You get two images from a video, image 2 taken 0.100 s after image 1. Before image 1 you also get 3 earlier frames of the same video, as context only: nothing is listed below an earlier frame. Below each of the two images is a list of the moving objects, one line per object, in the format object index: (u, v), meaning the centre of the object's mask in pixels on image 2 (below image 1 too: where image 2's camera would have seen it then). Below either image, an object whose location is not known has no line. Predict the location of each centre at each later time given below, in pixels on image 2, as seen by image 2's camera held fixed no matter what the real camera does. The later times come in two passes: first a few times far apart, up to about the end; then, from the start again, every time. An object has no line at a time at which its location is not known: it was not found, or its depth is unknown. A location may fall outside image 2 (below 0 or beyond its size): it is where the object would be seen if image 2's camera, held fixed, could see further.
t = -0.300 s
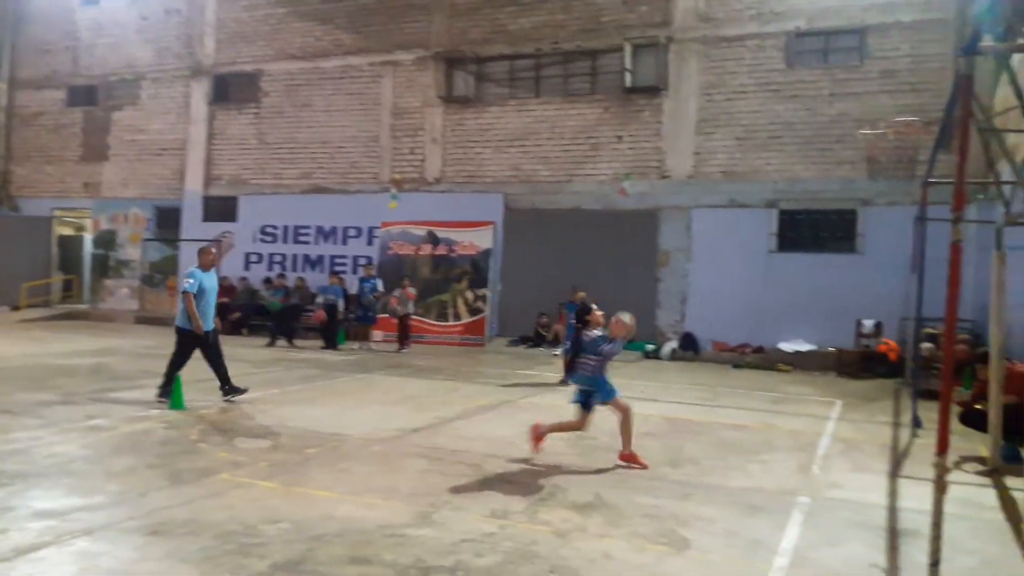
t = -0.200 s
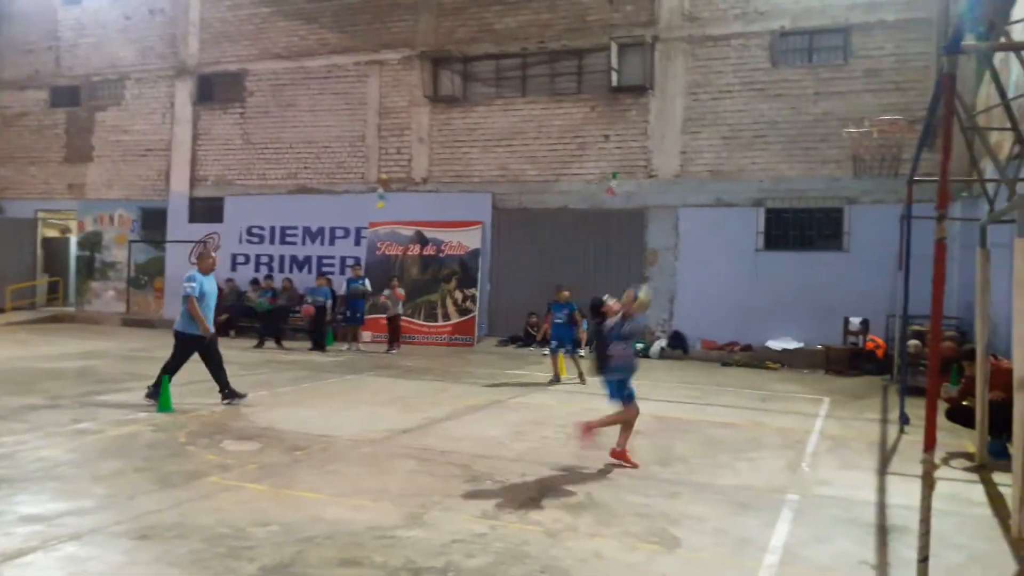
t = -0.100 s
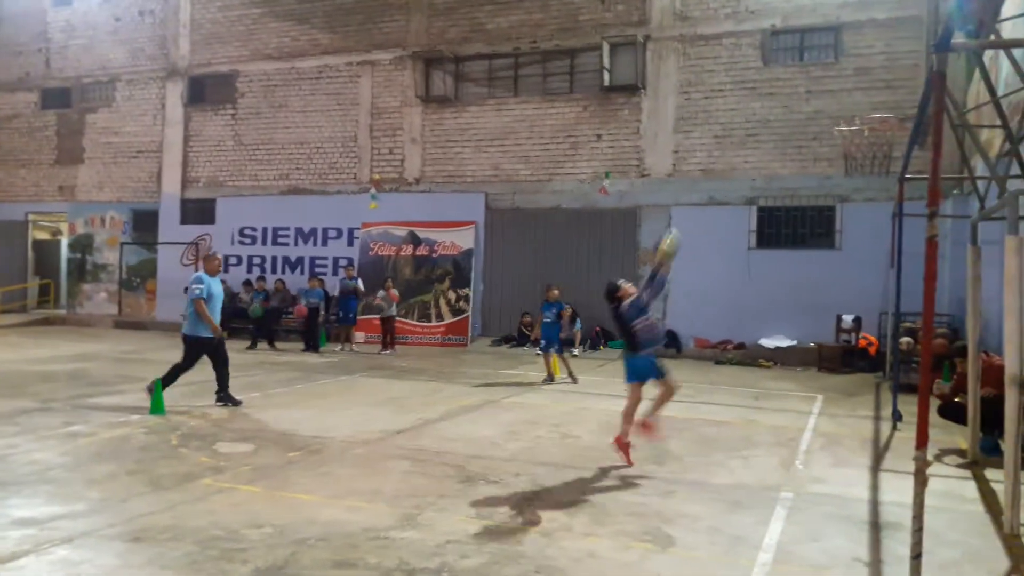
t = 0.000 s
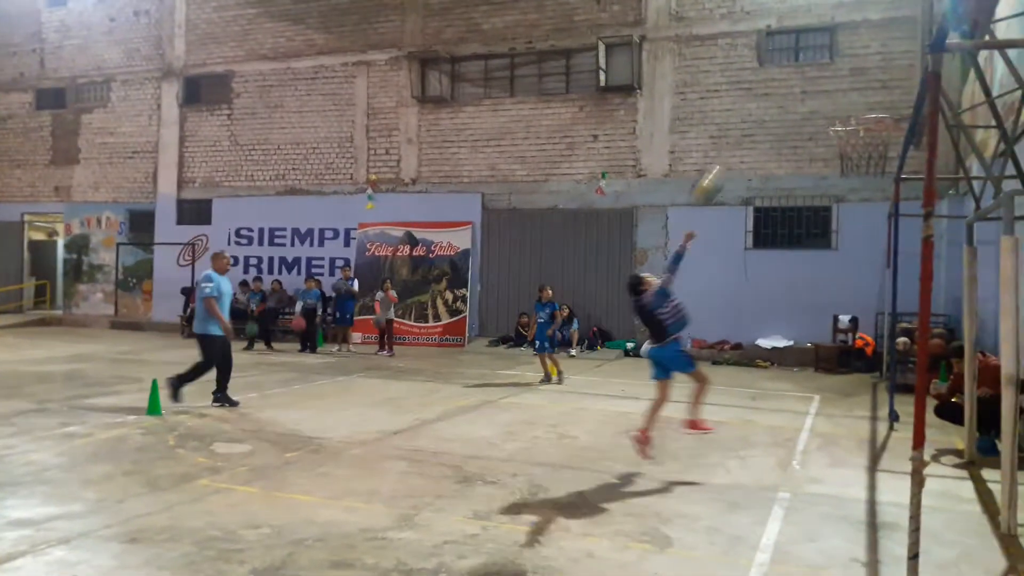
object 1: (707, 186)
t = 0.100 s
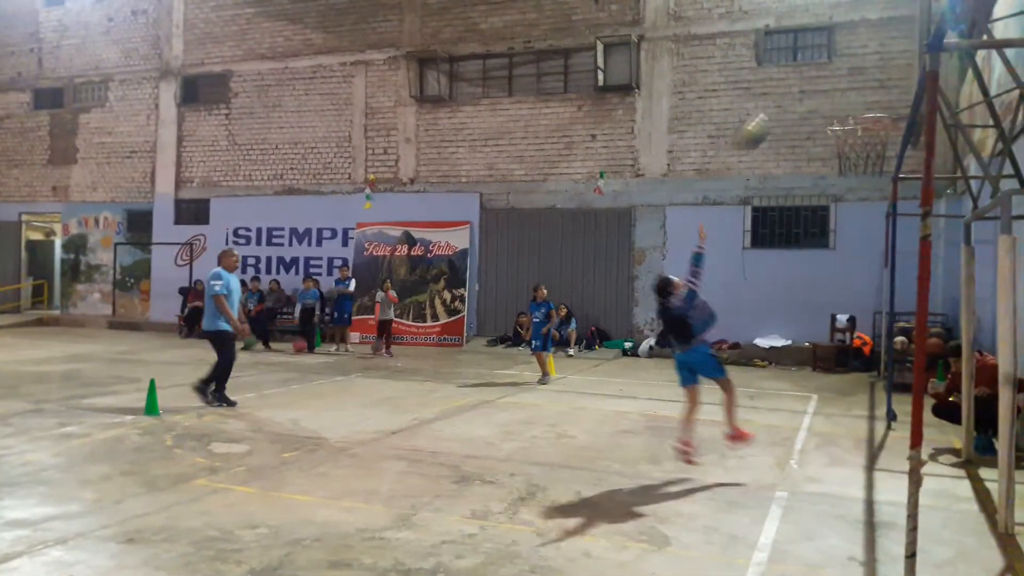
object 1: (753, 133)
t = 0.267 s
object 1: (835, 66)
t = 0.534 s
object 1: (861, 49)
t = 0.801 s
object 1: (777, 141)
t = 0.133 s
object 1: (770, 117)
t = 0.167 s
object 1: (786, 102)
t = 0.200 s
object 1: (803, 89)
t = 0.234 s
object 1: (818, 77)
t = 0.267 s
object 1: (835, 66)
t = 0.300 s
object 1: (851, 57)
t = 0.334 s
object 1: (870, 48)
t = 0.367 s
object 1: (885, 43)
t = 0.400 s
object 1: (900, 41)
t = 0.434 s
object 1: (893, 41)
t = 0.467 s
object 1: (882, 42)
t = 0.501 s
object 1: (873, 44)
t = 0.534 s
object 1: (861, 49)
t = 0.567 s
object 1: (850, 55)
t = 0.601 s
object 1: (839, 63)
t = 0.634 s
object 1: (830, 71)
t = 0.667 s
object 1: (819, 83)
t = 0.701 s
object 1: (809, 98)
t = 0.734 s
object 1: (799, 110)
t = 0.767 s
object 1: (789, 124)
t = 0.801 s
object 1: (777, 141)
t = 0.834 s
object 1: (767, 160)
